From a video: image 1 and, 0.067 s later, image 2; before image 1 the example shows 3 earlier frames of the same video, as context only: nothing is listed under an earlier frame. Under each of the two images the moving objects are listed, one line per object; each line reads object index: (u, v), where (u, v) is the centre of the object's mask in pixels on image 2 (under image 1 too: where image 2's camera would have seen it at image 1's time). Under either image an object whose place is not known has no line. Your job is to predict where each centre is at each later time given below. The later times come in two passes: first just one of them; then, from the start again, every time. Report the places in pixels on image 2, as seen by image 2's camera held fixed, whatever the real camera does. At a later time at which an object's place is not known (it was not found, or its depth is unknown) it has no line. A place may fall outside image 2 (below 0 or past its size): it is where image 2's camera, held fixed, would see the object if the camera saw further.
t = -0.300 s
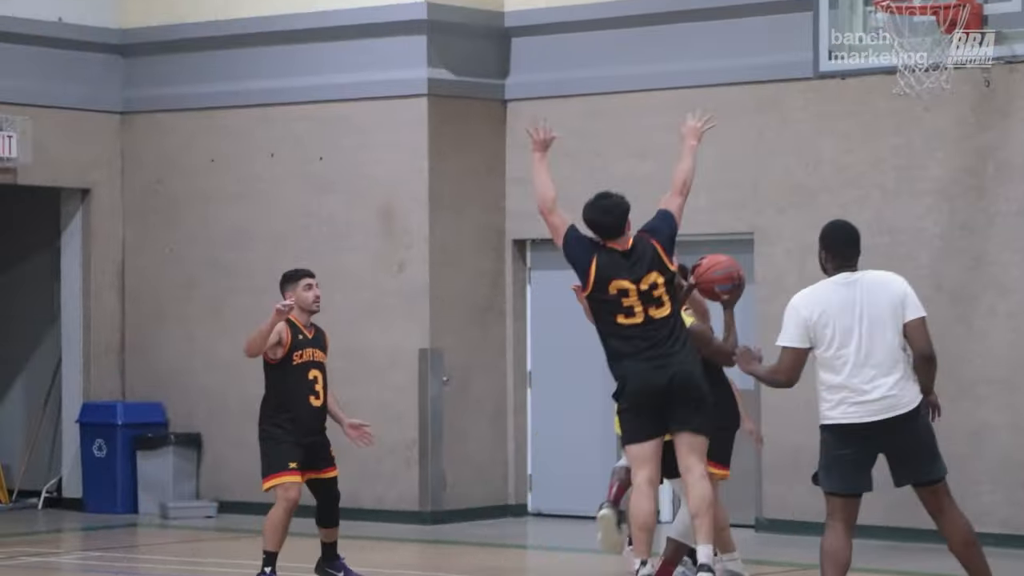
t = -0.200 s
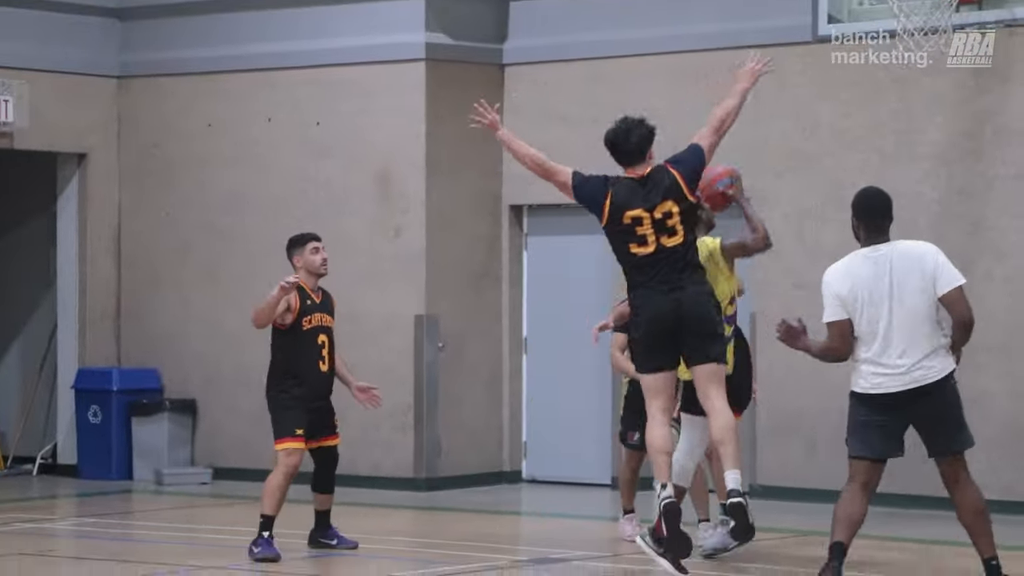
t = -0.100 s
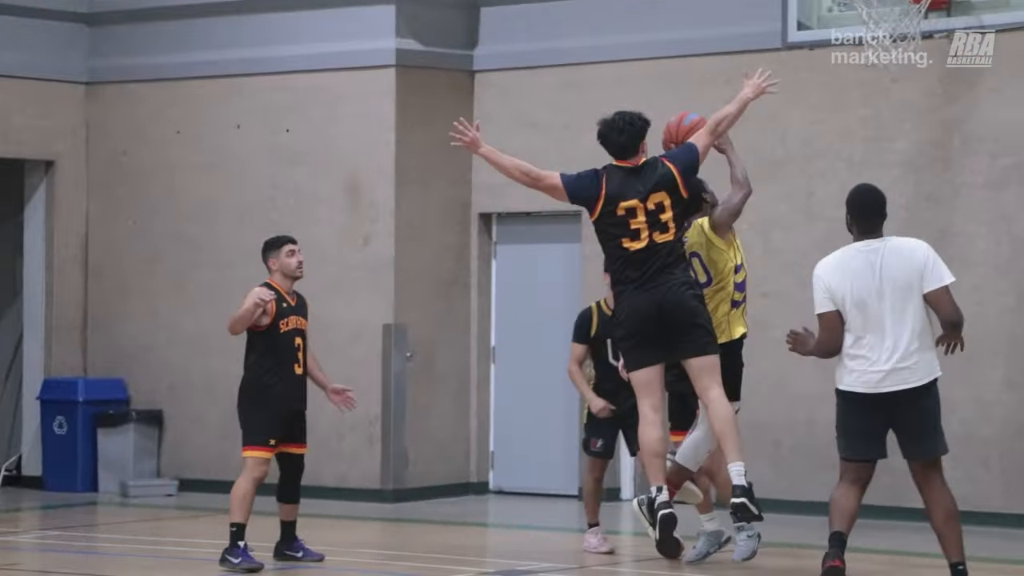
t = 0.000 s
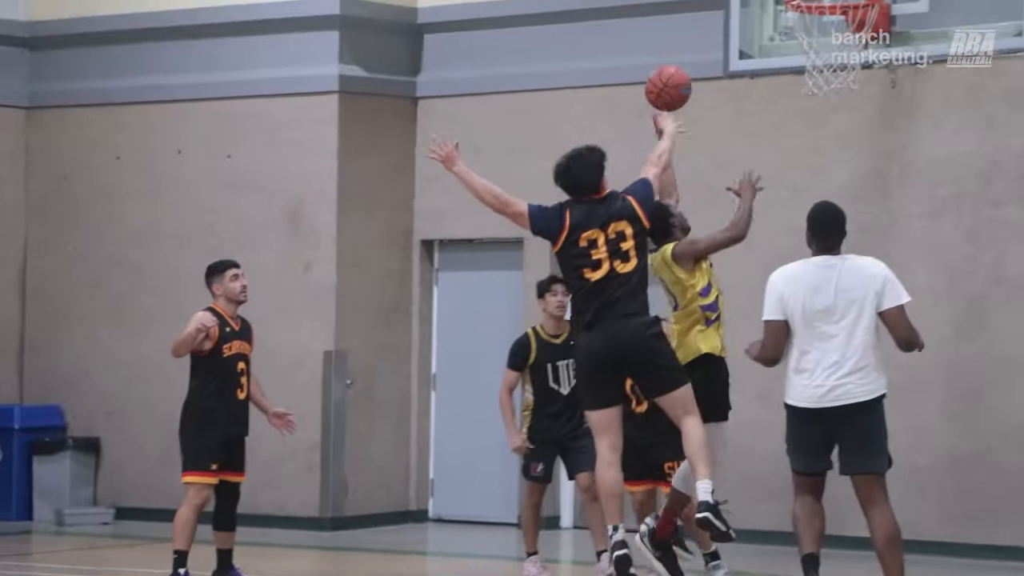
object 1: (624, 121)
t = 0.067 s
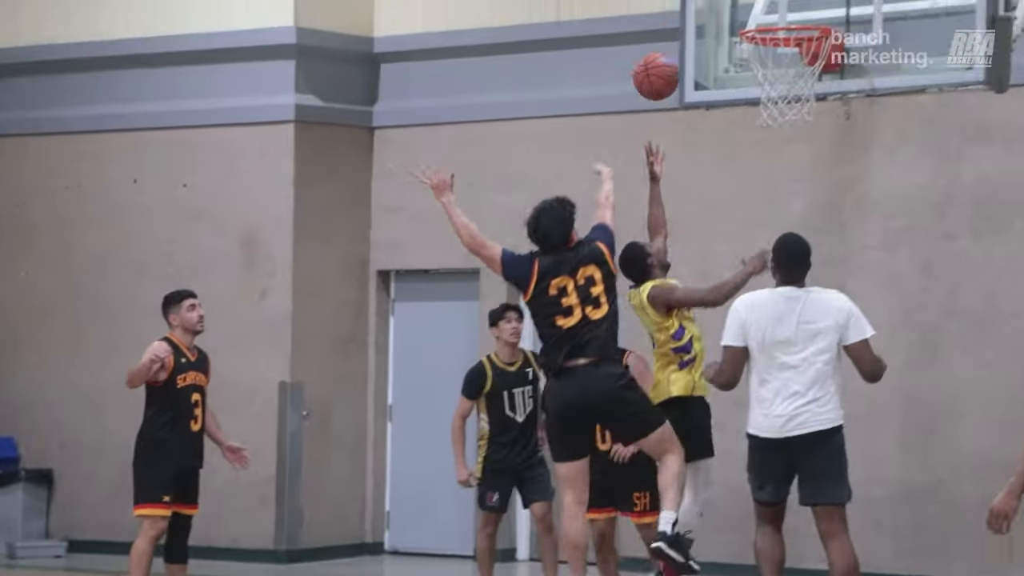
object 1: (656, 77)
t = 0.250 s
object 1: (741, 5)
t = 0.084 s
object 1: (664, 67)
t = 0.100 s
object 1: (672, 58)
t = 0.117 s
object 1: (680, 50)
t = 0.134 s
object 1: (687, 42)
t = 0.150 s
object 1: (695, 35)
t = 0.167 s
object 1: (703, 28)
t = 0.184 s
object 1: (711, 23)
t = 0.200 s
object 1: (719, 18)
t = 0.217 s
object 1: (726, 13)
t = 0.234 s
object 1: (733, 9)
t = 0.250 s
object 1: (741, 5)
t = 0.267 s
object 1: (748, 2)
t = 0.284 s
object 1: (756, 1)
